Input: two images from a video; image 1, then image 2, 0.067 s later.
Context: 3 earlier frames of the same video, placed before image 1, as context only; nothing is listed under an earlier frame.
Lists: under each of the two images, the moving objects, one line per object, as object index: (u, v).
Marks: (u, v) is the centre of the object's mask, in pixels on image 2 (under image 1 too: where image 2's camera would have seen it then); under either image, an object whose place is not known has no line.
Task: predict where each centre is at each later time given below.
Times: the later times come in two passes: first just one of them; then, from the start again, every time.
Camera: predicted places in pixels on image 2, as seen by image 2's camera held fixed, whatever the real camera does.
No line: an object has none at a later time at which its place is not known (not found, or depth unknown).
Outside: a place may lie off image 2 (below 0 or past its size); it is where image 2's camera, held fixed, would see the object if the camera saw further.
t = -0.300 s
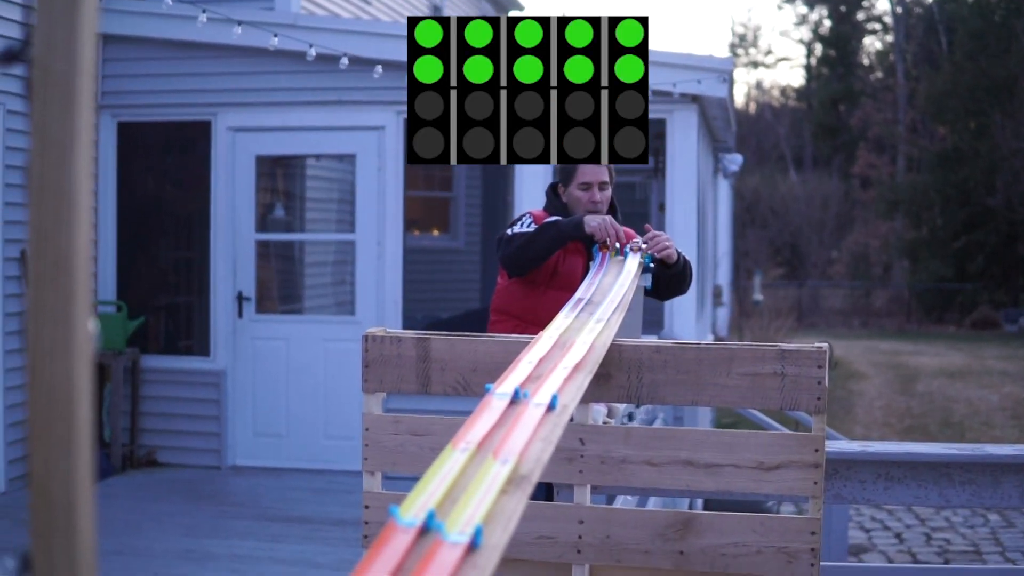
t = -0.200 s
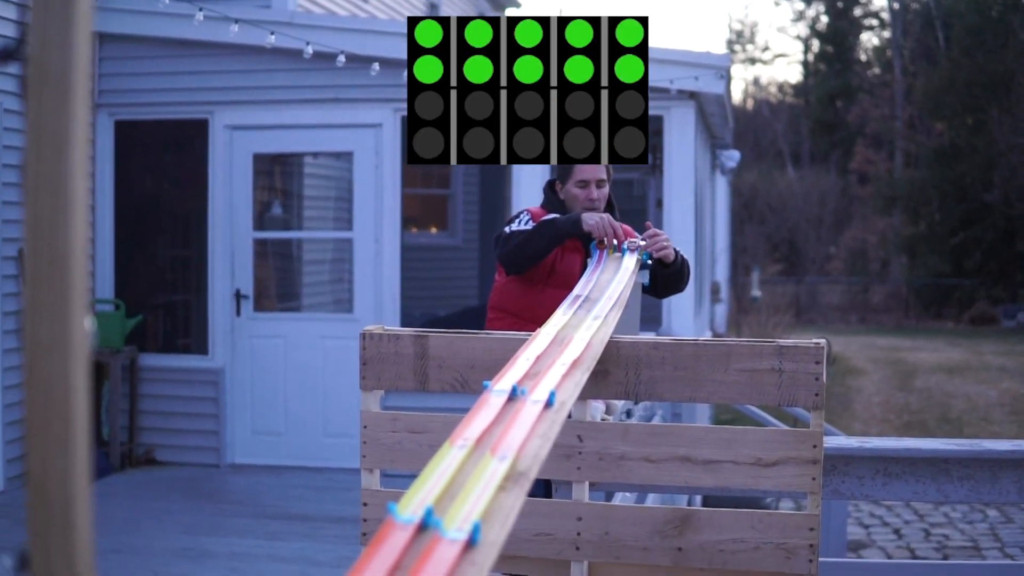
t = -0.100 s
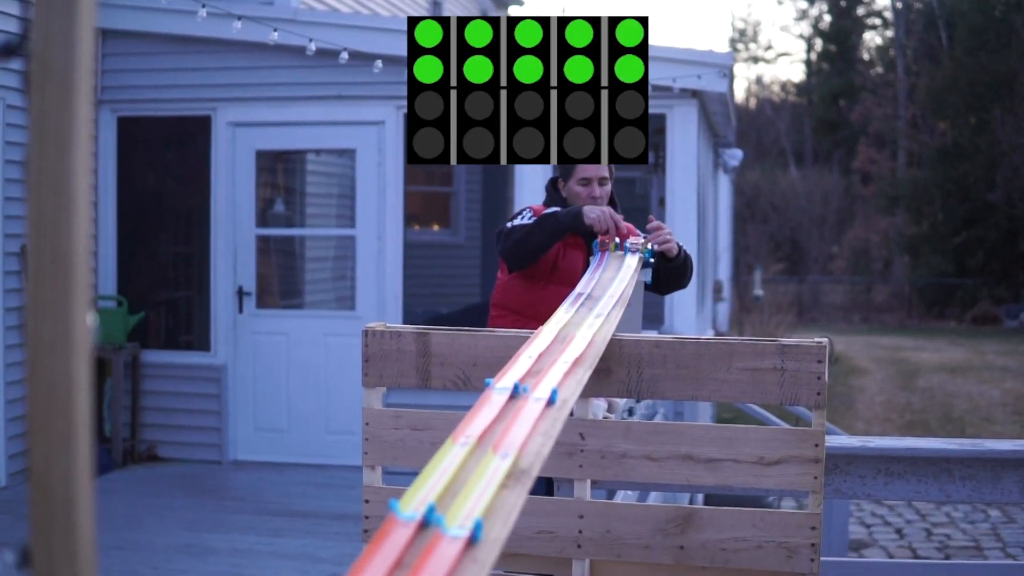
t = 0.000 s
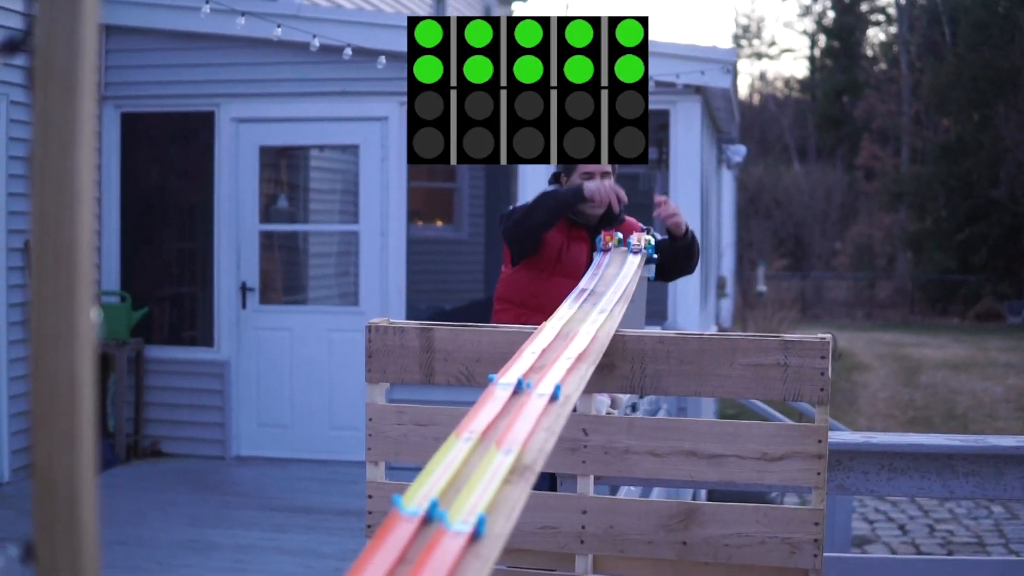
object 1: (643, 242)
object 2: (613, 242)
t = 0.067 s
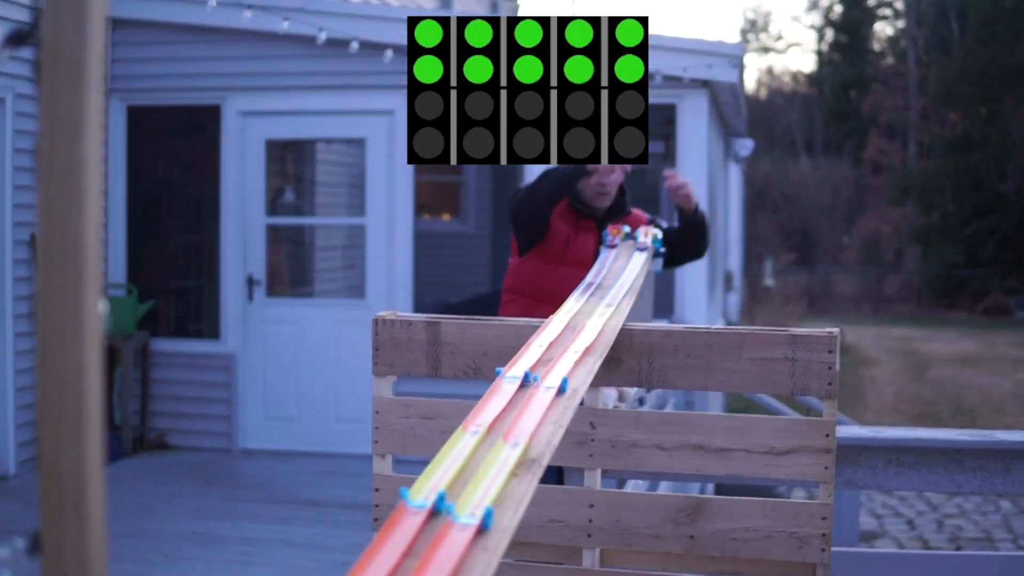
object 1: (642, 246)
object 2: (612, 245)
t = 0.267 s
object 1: (638, 258)
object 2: (609, 251)
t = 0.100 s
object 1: (641, 249)
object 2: (612, 245)
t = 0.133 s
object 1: (640, 251)
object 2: (612, 247)
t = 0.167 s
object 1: (640, 252)
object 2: (611, 248)
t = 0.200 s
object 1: (640, 254)
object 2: (611, 249)
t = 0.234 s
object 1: (639, 256)
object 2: (610, 250)
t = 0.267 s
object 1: (638, 258)
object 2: (609, 251)
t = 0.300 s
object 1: (637, 259)
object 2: (609, 253)
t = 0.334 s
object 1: (636, 261)
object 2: (608, 254)
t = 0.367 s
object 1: (635, 264)
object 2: (608, 256)
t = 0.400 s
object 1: (635, 265)
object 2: (607, 257)
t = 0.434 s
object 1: (633, 267)
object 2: (606, 258)
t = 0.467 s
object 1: (632, 270)
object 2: (605, 260)
